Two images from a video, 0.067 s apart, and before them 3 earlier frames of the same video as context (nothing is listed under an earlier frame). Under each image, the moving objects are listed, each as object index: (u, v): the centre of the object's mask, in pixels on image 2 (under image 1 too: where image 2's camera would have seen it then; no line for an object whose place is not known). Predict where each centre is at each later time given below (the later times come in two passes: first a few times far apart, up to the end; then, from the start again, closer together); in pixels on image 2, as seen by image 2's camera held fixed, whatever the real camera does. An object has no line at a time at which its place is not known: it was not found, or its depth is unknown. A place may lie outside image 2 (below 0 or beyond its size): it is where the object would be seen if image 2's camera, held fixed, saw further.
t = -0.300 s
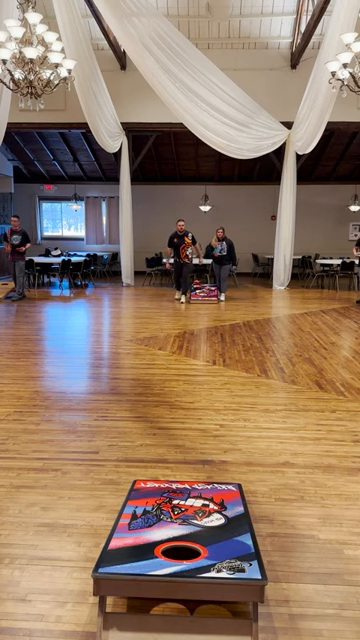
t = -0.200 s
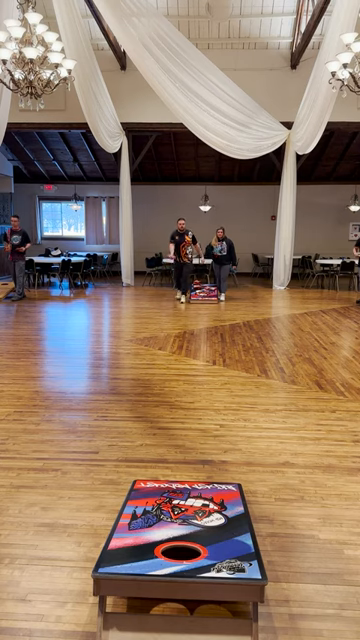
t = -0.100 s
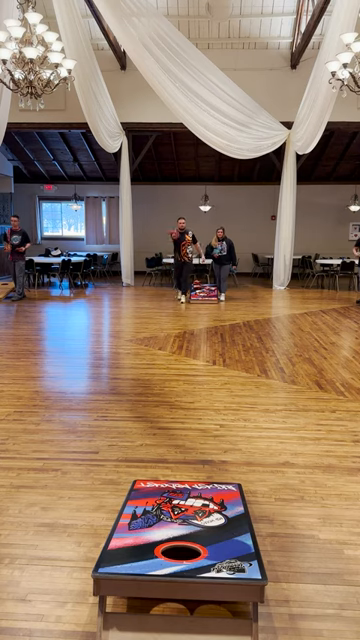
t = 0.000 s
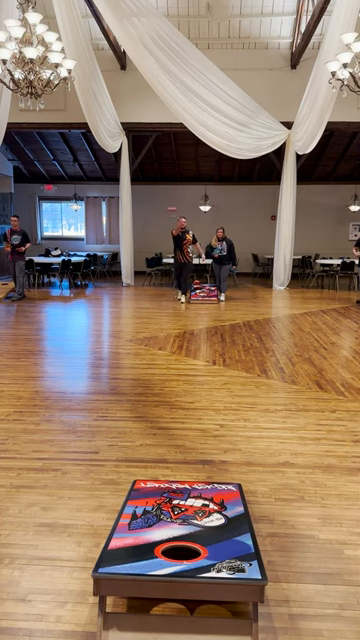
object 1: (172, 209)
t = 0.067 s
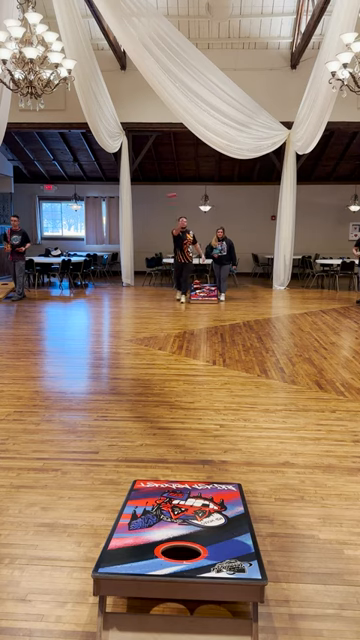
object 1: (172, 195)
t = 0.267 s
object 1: (171, 164)
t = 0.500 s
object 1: (171, 159)
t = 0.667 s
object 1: (171, 190)
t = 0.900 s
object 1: (168, 334)
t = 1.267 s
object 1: (168, 535)
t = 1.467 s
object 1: (175, 552)
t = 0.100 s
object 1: (171, 189)
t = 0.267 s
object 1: (171, 164)
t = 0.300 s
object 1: (171, 161)
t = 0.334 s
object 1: (171, 159)
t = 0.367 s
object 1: (171, 157)
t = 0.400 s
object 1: (171, 156)
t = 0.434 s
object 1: (171, 156)
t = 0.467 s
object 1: (171, 157)
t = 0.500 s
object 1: (171, 159)
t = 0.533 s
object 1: (171, 162)
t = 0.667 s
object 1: (171, 190)
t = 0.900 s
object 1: (168, 334)
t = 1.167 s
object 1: (166, 520)
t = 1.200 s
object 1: (165, 525)
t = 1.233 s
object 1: (168, 530)
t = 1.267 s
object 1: (168, 535)
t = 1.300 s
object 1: (169, 539)
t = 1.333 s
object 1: (170, 544)
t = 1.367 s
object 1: (171, 547)
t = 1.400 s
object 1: (172, 549)
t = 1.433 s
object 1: (172, 550)
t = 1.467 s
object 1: (175, 552)
